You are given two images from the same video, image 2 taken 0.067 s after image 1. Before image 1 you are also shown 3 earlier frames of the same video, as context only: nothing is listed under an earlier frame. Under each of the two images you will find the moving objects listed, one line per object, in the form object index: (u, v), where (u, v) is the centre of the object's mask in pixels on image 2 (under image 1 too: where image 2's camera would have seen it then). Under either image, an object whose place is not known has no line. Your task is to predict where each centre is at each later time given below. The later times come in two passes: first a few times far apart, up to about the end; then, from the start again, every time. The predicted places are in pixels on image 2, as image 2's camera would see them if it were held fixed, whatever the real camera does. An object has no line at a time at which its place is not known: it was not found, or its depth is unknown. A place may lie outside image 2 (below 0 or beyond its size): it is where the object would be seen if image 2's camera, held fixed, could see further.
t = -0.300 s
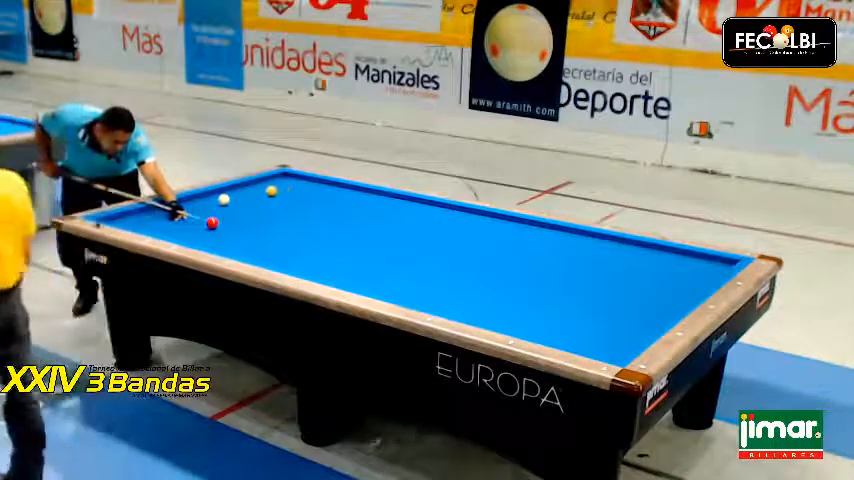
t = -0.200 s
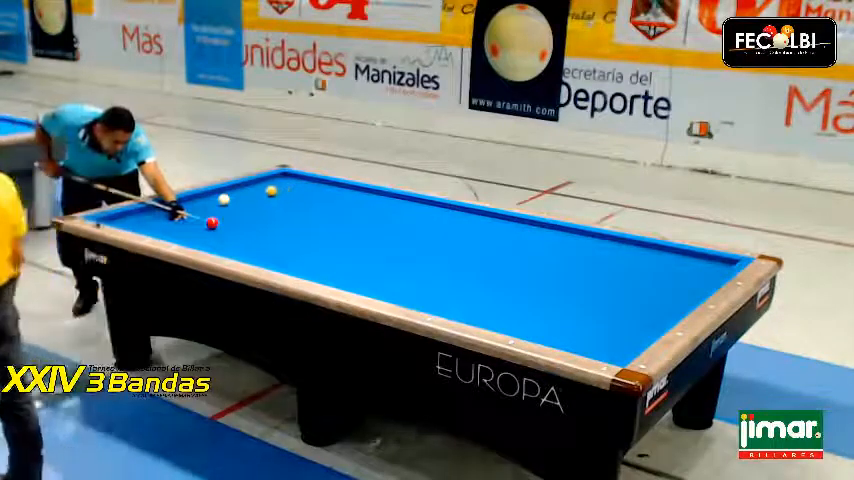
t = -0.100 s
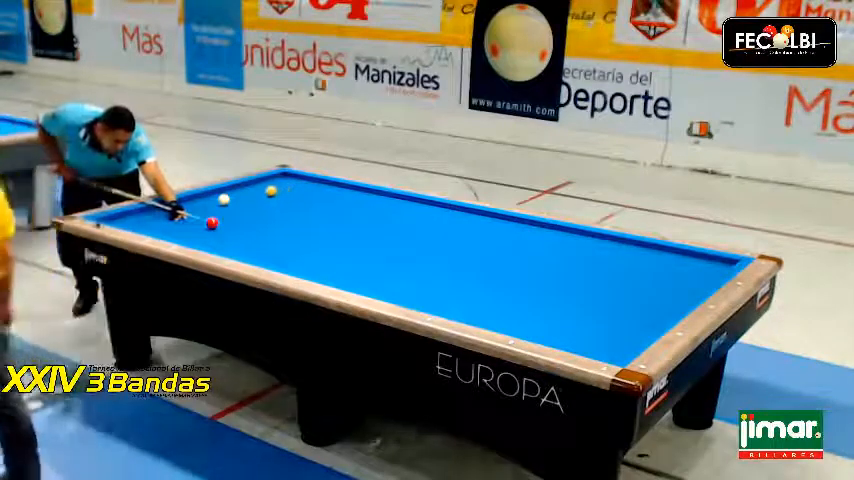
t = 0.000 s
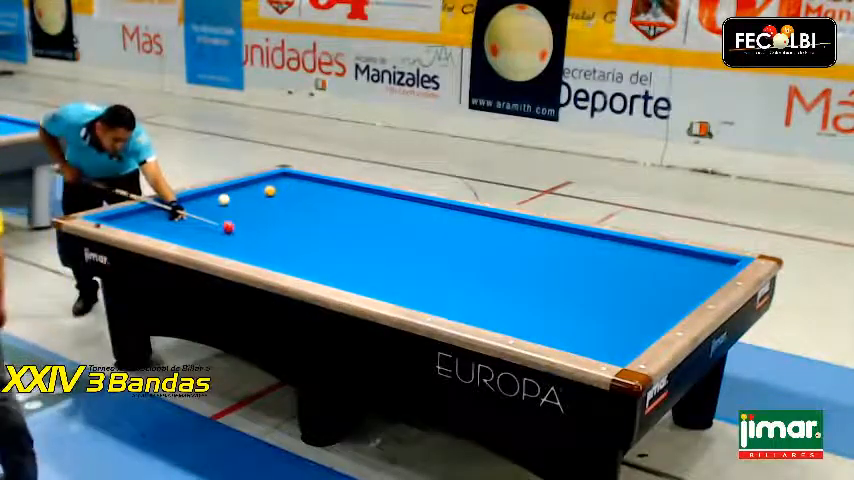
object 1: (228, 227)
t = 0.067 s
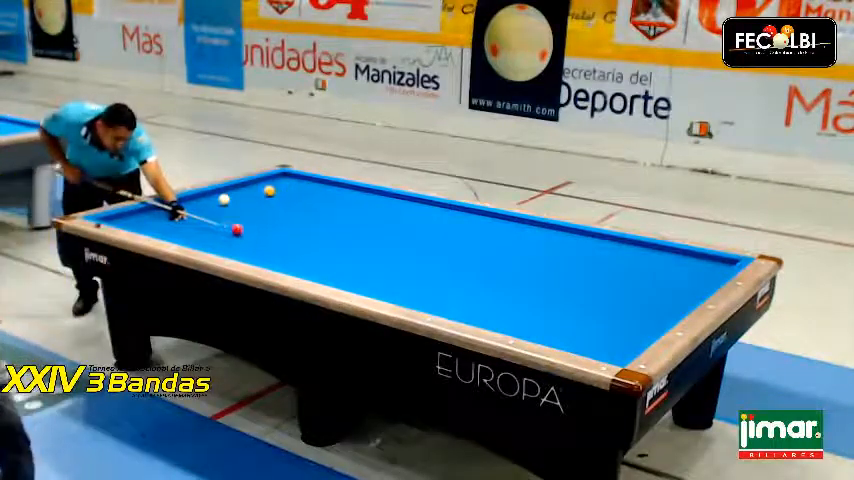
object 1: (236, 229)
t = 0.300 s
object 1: (266, 237)
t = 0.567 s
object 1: (301, 247)
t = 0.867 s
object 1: (342, 256)
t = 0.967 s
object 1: (355, 260)
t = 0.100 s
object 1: (240, 230)
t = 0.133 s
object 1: (245, 231)
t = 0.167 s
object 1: (249, 233)
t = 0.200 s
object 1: (252, 234)
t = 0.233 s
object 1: (256, 235)
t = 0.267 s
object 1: (260, 235)
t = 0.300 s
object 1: (266, 237)
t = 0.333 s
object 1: (270, 238)
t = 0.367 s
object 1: (275, 239)
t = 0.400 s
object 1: (279, 241)
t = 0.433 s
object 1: (283, 242)
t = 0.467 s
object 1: (288, 243)
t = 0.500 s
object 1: (293, 244)
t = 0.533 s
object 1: (297, 245)
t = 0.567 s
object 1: (301, 247)
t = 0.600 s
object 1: (305, 248)
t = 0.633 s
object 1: (310, 248)
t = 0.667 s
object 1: (314, 250)
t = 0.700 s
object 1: (319, 250)
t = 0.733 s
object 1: (324, 252)
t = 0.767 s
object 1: (328, 253)
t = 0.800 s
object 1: (333, 254)
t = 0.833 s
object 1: (338, 255)
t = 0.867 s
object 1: (342, 256)
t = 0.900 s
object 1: (347, 259)
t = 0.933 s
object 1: (351, 259)
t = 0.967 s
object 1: (355, 260)
